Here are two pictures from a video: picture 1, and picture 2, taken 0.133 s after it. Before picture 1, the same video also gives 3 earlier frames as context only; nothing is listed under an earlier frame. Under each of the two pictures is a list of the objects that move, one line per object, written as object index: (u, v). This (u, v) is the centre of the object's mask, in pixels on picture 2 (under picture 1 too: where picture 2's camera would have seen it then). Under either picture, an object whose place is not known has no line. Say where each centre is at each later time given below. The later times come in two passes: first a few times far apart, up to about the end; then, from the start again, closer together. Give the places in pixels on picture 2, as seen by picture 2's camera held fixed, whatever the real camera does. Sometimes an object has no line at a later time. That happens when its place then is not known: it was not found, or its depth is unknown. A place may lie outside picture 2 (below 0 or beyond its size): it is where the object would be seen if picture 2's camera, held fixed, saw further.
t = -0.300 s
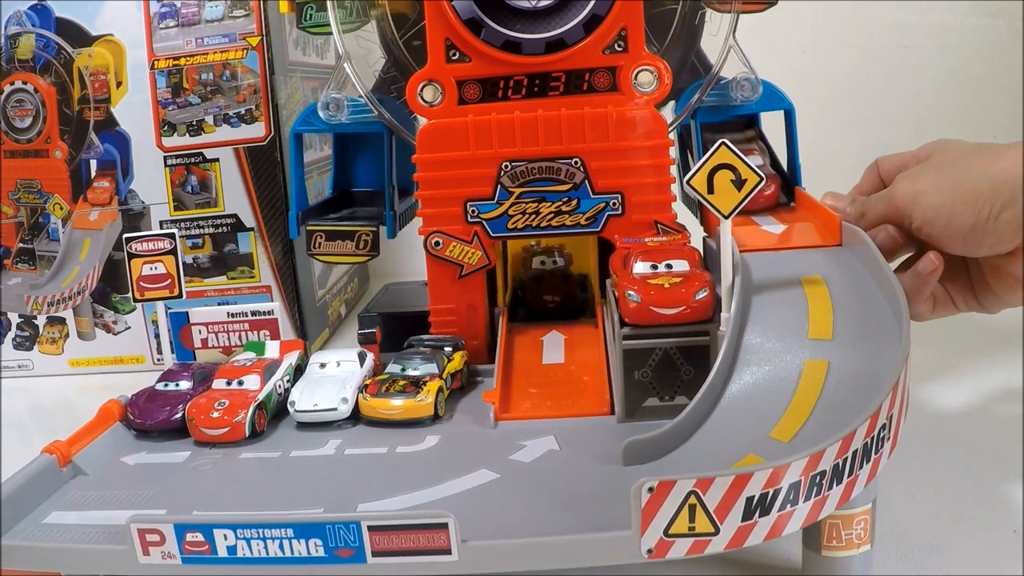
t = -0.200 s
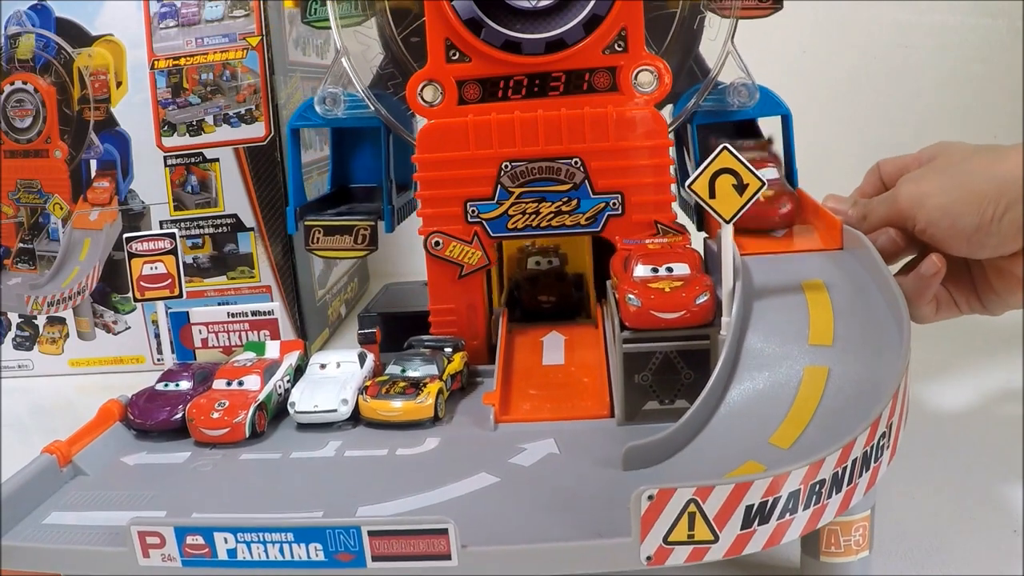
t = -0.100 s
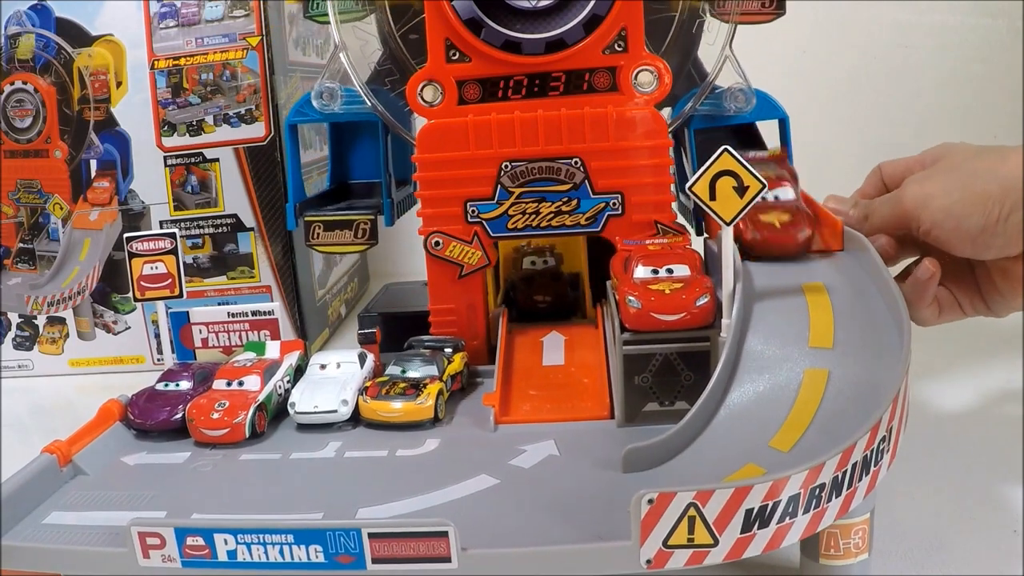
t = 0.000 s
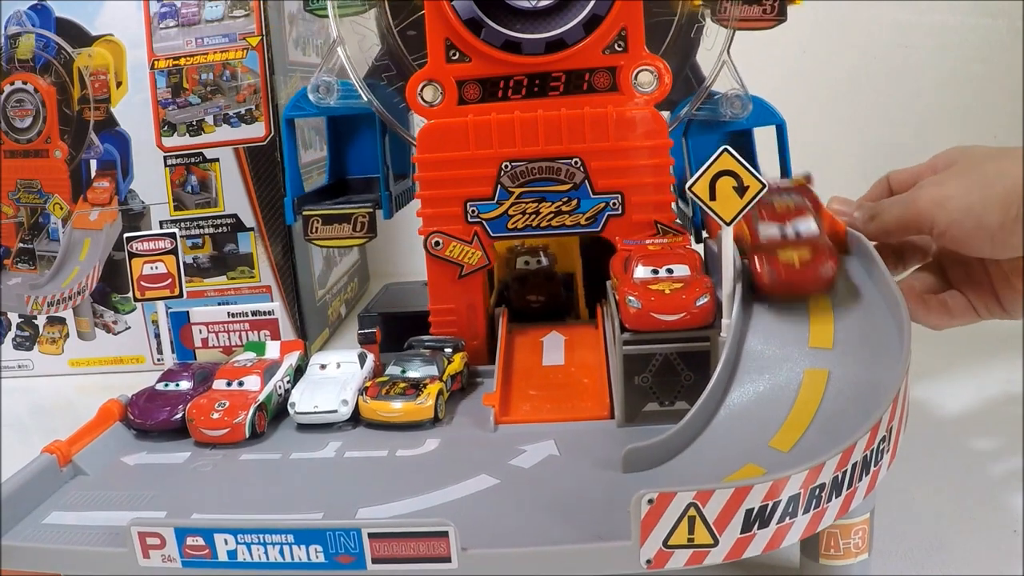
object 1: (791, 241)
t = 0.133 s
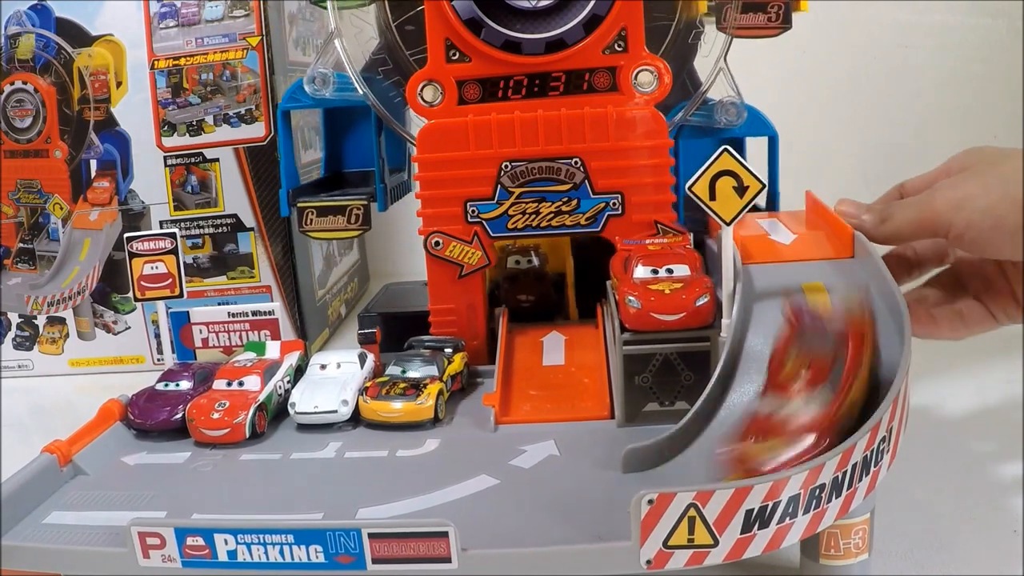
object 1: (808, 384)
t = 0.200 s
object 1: (672, 462)
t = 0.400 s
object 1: (183, 491)
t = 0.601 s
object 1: (136, 489)
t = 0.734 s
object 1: (137, 489)
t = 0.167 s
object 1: (758, 430)
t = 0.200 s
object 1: (672, 462)
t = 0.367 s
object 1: (265, 485)
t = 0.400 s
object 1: (183, 491)
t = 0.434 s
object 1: (107, 498)
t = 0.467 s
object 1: (103, 495)
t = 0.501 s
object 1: (115, 492)
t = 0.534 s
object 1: (125, 490)
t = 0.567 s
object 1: (131, 489)
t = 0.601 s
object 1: (136, 489)
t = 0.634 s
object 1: (137, 489)
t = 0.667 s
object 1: (137, 489)
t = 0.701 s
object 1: (137, 489)
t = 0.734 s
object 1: (137, 489)
